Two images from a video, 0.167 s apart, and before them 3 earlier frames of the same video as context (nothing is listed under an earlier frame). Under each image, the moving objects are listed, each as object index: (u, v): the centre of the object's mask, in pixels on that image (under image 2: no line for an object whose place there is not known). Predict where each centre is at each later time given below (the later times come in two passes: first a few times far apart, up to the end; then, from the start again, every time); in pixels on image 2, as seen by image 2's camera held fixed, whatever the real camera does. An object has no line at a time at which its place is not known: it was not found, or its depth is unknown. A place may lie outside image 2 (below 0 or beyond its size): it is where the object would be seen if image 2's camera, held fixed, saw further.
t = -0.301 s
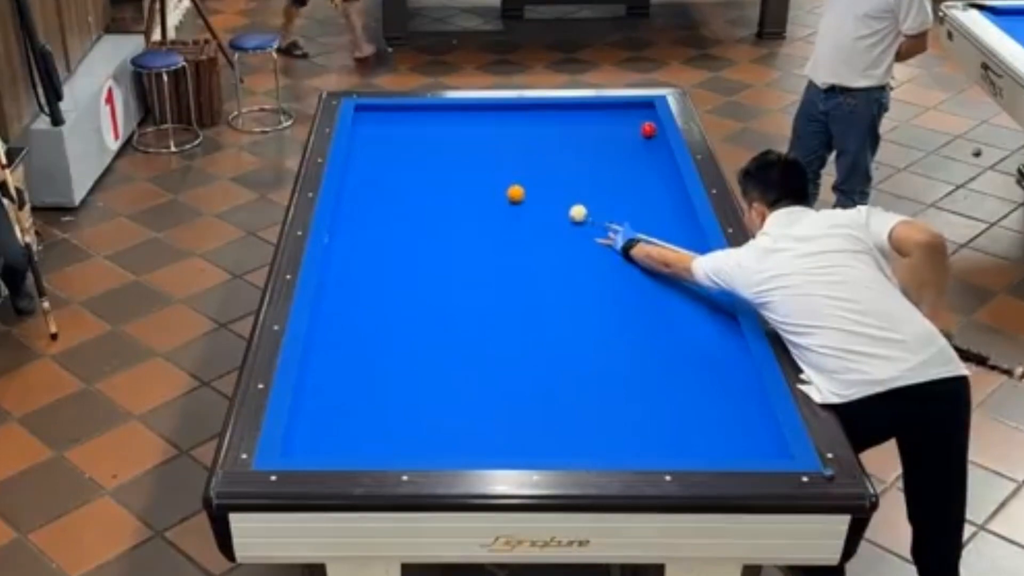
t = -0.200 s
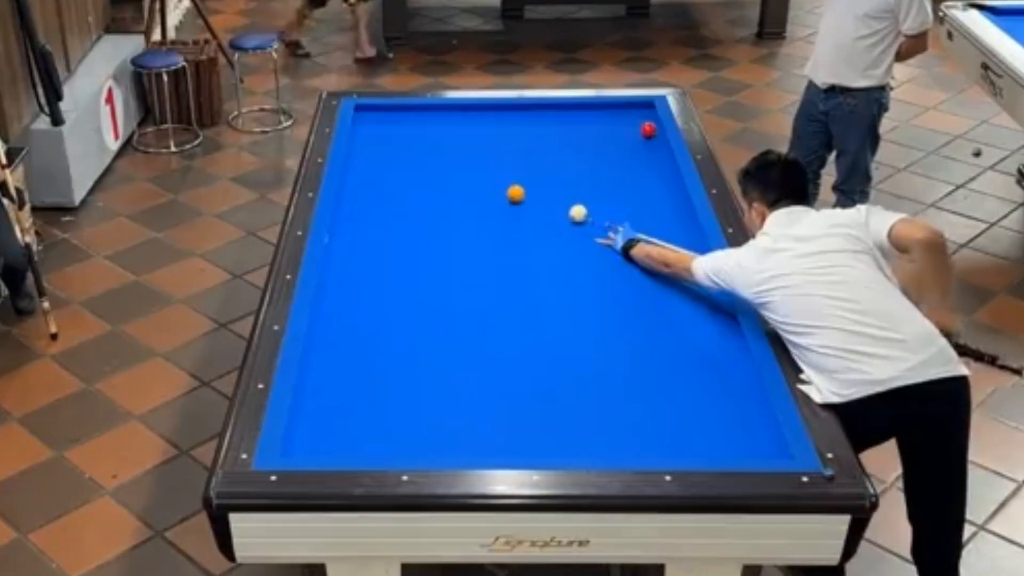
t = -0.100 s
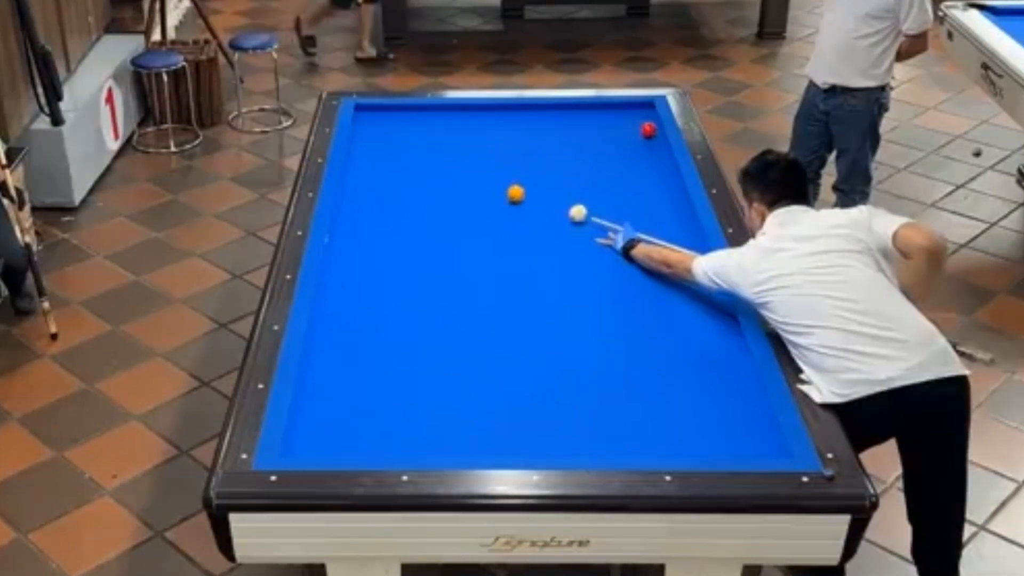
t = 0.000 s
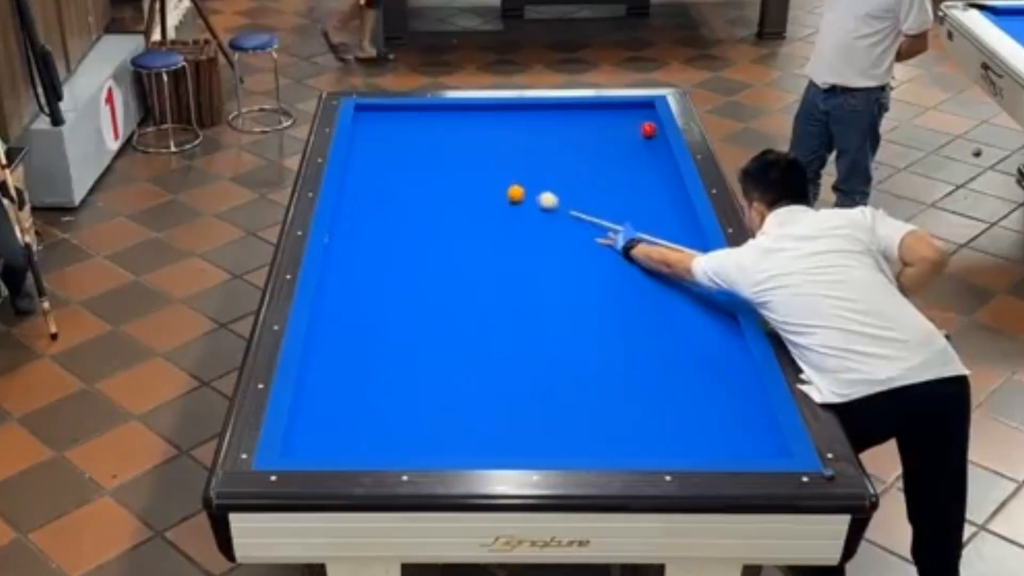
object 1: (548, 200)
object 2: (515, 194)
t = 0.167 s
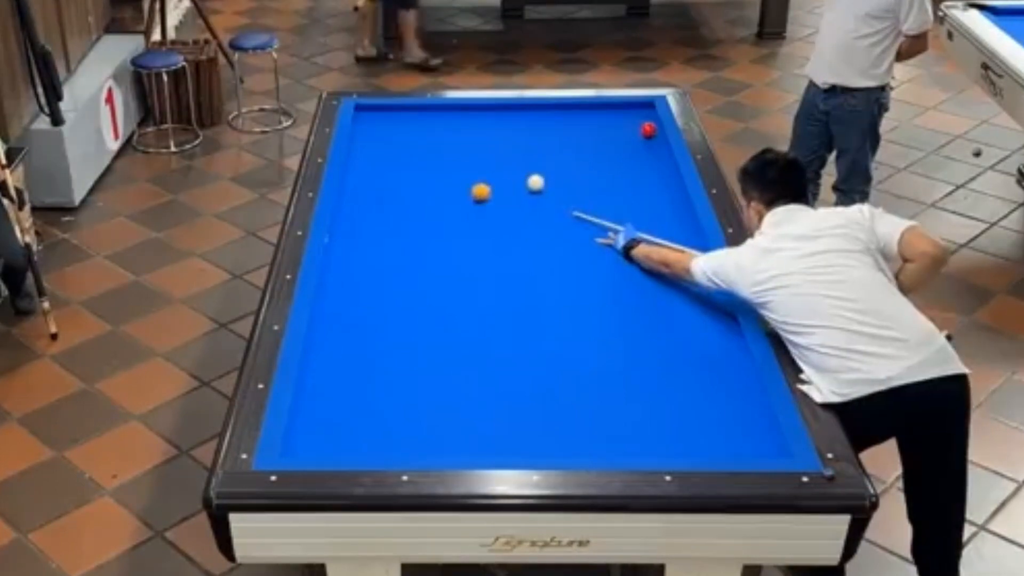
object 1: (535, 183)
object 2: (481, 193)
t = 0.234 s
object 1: (537, 178)
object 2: (464, 192)
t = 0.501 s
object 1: (545, 159)
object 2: (402, 190)
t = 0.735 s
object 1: (551, 145)
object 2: (349, 188)
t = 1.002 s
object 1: (558, 130)
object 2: (379, 188)
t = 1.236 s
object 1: (563, 117)
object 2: (407, 188)
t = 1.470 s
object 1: (568, 106)
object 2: (435, 188)
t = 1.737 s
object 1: (587, 112)
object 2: (466, 187)
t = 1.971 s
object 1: (604, 117)
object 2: (491, 187)
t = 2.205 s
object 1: (621, 123)
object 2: (517, 186)
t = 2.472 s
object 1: (634, 128)
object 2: (545, 186)
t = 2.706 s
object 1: (635, 130)
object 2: (568, 185)
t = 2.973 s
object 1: (632, 133)
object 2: (594, 185)
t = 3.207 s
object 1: (629, 135)
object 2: (617, 184)
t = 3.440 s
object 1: (626, 138)
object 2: (641, 184)
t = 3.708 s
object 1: (622, 140)
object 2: (665, 183)
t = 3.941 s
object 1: (620, 142)
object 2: (670, 183)
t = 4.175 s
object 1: (618, 143)
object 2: (659, 183)
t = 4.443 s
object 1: (615, 144)
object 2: (648, 183)
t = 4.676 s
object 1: (614, 146)
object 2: (639, 183)
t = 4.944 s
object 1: (612, 146)
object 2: (629, 183)
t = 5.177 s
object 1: (611, 147)
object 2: (622, 183)
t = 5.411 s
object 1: (611, 147)
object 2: (614, 183)
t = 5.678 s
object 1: (611, 147)
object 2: (608, 183)
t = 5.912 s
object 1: (610, 147)
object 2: (602, 184)
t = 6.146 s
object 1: (610, 147)
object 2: (598, 184)
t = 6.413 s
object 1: (610, 147)
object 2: (593, 185)
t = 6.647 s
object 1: (610, 147)
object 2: (590, 185)
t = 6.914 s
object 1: (610, 147)
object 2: (588, 185)
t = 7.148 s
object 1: (610, 147)
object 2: (586, 185)
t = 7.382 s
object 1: (610, 147)
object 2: (584, 185)
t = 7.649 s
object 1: (610, 147)
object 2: (584, 185)
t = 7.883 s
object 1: (610, 147)
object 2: (584, 185)
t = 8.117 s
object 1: (610, 147)
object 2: (584, 185)
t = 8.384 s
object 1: (610, 147)
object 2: (584, 185)
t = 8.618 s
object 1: (610, 147)
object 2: (584, 185)
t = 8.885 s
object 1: (610, 147)
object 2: (584, 185)
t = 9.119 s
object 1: (610, 147)
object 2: (584, 185)
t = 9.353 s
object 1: (610, 147)
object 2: (584, 185)
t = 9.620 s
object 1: (610, 147)
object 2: (584, 185)
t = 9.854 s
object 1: (610, 147)
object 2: (584, 185)
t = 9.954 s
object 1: (610, 147)
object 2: (584, 185)
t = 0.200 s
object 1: (536, 180)
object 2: (472, 193)
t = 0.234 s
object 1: (537, 178)
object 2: (464, 192)
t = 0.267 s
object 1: (538, 175)
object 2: (456, 192)
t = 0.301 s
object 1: (539, 173)
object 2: (449, 191)
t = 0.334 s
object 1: (540, 171)
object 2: (441, 192)
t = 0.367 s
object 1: (541, 168)
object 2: (433, 191)
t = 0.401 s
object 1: (542, 166)
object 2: (425, 191)
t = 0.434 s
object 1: (543, 164)
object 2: (417, 191)
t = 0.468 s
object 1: (544, 162)
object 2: (410, 191)
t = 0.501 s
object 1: (545, 159)
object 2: (402, 190)
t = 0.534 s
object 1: (545, 157)
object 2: (395, 190)
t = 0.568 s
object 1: (546, 155)
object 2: (387, 190)
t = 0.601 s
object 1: (547, 153)
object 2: (379, 189)
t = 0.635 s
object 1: (548, 151)
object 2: (371, 189)
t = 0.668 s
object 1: (549, 149)
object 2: (364, 189)
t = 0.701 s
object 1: (550, 147)
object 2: (356, 189)
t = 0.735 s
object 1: (551, 145)
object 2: (349, 188)
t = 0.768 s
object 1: (552, 144)
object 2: (346, 188)
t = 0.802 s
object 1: (552, 142)
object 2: (352, 188)
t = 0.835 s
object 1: (553, 140)
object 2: (357, 188)
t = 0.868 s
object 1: (554, 137)
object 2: (362, 188)
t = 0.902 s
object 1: (555, 135)
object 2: (367, 188)
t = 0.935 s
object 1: (556, 134)
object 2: (371, 188)
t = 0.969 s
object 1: (556, 132)
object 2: (375, 188)
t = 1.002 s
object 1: (558, 130)
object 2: (379, 188)
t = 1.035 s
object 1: (558, 128)
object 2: (383, 188)
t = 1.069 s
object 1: (559, 126)
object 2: (387, 188)
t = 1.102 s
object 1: (560, 124)
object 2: (391, 188)
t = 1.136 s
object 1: (561, 123)
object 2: (396, 187)
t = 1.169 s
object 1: (562, 121)
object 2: (400, 188)
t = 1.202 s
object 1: (562, 119)
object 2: (403, 188)
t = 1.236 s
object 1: (563, 117)
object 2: (407, 188)
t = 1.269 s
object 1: (564, 115)
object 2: (411, 188)
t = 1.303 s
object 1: (565, 114)
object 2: (415, 188)
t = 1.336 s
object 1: (565, 112)
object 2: (419, 188)
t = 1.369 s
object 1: (566, 110)
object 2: (423, 188)
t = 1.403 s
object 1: (567, 109)
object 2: (427, 188)
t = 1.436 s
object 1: (567, 108)
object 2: (431, 188)
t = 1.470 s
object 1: (568, 106)
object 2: (435, 188)
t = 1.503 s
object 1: (570, 106)
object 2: (439, 188)
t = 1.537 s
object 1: (573, 107)
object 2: (443, 188)
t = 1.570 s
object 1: (575, 108)
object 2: (447, 187)
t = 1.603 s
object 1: (578, 108)
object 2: (450, 187)
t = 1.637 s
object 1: (580, 109)
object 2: (454, 187)
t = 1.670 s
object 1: (582, 111)
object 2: (458, 187)
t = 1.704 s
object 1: (585, 112)
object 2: (462, 187)
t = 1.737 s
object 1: (587, 112)
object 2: (466, 187)
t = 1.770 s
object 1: (590, 113)
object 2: (469, 187)
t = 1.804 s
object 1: (593, 114)
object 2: (473, 187)
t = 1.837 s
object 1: (595, 114)
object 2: (477, 187)
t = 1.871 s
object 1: (597, 115)
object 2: (481, 187)
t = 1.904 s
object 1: (599, 115)
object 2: (484, 187)
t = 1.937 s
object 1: (602, 116)
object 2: (488, 187)
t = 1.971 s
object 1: (604, 117)
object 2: (491, 187)
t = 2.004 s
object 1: (607, 118)
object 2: (495, 187)
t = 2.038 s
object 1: (609, 119)
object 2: (498, 186)
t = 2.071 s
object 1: (612, 119)
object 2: (502, 186)
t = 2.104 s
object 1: (614, 121)
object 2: (506, 186)
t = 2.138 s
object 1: (616, 121)
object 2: (510, 186)
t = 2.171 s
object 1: (619, 122)
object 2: (513, 186)
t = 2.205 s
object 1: (621, 123)
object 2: (517, 186)
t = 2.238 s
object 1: (623, 123)
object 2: (521, 186)
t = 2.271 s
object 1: (626, 124)
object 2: (524, 186)
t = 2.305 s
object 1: (628, 125)
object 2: (527, 186)
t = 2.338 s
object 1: (631, 126)
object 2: (531, 186)
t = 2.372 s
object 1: (632, 126)
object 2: (535, 186)
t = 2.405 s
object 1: (633, 127)
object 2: (538, 186)
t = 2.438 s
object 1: (633, 127)
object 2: (541, 186)
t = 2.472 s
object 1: (634, 128)
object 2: (545, 186)
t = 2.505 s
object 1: (634, 128)
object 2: (548, 186)
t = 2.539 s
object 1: (634, 128)
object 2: (551, 186)
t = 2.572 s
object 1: (634, 129)
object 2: (555, 186)
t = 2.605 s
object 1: (634, 129)
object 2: (558, 186)
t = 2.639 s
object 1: (635, 129)
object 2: (562, 186)
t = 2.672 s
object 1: (635, 130)
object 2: (565, 185)
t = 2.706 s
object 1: (635, 130)
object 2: (568, 185)
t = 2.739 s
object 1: (635, 130)
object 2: (572, 185)
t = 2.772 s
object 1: (635, 131)
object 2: (575, 185)
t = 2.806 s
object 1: (634, 131)
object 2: (578, 185)
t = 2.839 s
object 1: (634, 132)
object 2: (581, 185)
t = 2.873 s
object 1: (633, 132)
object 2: (585, 185)
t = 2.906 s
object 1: (633, 132)
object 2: (588, 185)
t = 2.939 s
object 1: (632, 133)
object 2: (591, 185)
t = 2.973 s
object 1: (632, 133)
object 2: (594, 185)
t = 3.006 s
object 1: (632, 134)
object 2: (598, 185)
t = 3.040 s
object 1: (631, 134)
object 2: (601, 185)
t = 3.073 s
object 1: (631, 135)
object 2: (604, 185)
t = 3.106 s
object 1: (630, 135)
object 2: (607, 184)
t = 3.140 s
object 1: (630, 135)
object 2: (610, 184)
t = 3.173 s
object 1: (629, 135)
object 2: (614, 184)
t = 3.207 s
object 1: (629, 135)
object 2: (617, 184)
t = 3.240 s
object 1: (629, 136)
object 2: (620, 184)
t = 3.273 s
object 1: (628, 137)
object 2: (623, 184)
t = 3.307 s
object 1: (628, 137)
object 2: (626, 184)
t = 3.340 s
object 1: (627, 137)
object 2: (632, 184)
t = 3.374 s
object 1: (627, 138)
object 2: (636, 184)
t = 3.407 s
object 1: (626, 138)
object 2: (638, 184)
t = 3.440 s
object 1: (626, 138)
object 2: (641, 184)
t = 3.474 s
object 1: (626, 138)
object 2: (644, 184)
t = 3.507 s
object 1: (625, 139)
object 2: (647, 184)
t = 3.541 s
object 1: (625, 139)
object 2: (650, 183)
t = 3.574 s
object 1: (624, 139)
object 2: (653, 183)
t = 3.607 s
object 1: (624, 140)
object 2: (656, 183)
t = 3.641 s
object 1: (623, 140)
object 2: (659, 183)
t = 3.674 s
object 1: (623, 140)
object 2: (661, 183)
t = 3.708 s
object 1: (622, 140)
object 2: (665, 183)
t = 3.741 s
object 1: (622, 140)
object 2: (668, 183)
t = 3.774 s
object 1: (622, 141)
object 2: (671, 183)
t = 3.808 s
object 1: (621, 141)
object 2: (673, 183)
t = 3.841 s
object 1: (621, 141)
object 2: (675, 183)
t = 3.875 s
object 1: (621, 141)
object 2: (673, 183)
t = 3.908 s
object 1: (620, 142)
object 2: (672, 183)
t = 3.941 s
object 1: (620, 142)
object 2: (670, 183)
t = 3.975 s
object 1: (620, 142)
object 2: (668, 183)
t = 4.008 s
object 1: (619, 142)
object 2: (667, 183)
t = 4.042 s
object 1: (619, 142)
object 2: (665, 183)
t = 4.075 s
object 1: (619, 143)
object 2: (664, 183)
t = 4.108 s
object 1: (618, 143)
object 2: (662, 183)
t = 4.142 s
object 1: (618, 143)
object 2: (660, 183)
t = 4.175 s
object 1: (618, 143)
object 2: (659, 183)
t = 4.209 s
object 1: (617, 144)
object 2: (657, 183)
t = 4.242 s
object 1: (617, 144)
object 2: (656, 183)
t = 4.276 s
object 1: (617, 144)
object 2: (654, 183)
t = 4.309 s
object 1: (616, 144)
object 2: (653, 183)
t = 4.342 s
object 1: (616, 144)
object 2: (652, 183)
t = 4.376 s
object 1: (616, 144)
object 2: (651, 183)
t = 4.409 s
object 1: (616, 144)
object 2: (649, 183)
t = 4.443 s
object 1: (615, 144)
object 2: (648, 183)
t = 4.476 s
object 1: (615, 144)
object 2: (646, 183)
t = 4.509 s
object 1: (615, 145)
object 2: (645, 183)
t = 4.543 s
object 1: (615, 145)
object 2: (644, 183)
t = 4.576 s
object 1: (615, 145)
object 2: (642, 183)
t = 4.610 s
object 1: (614, 146)
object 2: (641, 183)
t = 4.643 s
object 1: (614, 146)
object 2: (640, 183)
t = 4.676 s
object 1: (614, 146)
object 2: (639, 183)
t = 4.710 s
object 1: (613, 146)
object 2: (637, 183)
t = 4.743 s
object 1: (613, 146)
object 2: (636, 183)
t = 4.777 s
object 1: (613, 146)
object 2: (635, 183)
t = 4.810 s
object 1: (613, 146)
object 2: (633, 183)
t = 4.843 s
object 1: (613, 146)
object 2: (632, 183)
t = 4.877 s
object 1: (612, 146)
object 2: (631, 183)
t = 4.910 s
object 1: (612, 146)
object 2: (630, 183)
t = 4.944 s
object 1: (612, 146)
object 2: (629, 183)
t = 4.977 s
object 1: (612, 147)
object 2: (628, 183)
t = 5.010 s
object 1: (611, 147)
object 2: (627, 183)
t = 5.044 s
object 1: (611, 147)
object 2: (626, 183)
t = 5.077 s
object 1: (611, 146)
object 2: (625, 183)
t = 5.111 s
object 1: (611, 147)
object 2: (624, 183)
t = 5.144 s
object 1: (611, 147)
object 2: (623, 183)
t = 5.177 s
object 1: (611, 147)
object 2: (622, 183)
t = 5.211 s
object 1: (611, 147)
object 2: (620, 183)
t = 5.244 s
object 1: (611, 147)
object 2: (619, 183)
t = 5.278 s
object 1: (610, 147)
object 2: (618, 183)
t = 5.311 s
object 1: (610, 147)
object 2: (617, 183)
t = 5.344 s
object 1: (611, 147)
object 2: (616, 183)
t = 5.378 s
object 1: (611, 147)
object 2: (615, 183)
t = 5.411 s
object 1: (611, 147)
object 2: (614, 183)
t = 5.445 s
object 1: (611, 147)
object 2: (614, 183)
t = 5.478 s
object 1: (611, 147)
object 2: (613, 183)
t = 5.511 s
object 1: (611, 147)
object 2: (612, 183)
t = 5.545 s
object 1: (611, 147)
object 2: (611, 183)
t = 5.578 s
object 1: (611, 147)
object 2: (610, 183)
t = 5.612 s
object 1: (611, 147)
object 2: (609, 183)
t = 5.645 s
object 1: (611, 147)
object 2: (609, 183)
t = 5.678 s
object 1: (611, 147)
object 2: (608, 183)
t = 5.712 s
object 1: (610, 147)
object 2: (607, 183)
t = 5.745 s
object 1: (610, 147)
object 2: (606, 183)
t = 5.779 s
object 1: (610, 147)
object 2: (605, 183)
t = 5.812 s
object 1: (611, 147)
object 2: (604, 183)
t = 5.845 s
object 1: (610, 147)
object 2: (604, 184)
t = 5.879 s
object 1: (610, 147)
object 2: (603, 184)
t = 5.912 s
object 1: (610, 147)
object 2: (602, 184)
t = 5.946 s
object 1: (610, 147)
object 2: (601, 184)
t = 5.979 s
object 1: (610, 147)
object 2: (601, 184)
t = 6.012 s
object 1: (610, 147)
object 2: (600, 184)
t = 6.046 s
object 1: (610, 147)
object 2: (599, 184)
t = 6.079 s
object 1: (610, 147)
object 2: (599, 184)
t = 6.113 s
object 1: (610, 147)
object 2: (598, 184)
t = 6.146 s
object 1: (610, 147)
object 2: (598, 184)
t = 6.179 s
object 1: (610, 147)
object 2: (597, 184)
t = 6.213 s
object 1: (610, 147)
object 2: (596, 184)
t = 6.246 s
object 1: (610, 147)
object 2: (596, 184)
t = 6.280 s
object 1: (610, 147)
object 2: (595, 184)
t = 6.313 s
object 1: (610, 147)
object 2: (595, 184)
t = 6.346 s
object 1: (610, 147)
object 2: (594, 184)
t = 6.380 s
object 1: (610, 147)
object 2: (594, 184)
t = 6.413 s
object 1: (610, 147)
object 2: (593, 185)
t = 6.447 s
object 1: (610, 147)
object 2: (593, 185)
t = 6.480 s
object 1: (610, 147)
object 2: (592, 185)
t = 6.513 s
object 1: (610, 147)
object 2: (592, 185)
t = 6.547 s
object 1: (610, 147)
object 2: (592, 185)
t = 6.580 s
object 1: (610, 147)
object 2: (591, 185)
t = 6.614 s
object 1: (610, 147)
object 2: (591, 185)
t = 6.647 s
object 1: (610, 147)
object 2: (590, 185)
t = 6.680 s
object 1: (610, 147)
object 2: (590, 185)
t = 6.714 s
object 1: (610, 147)
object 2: (589, 185)
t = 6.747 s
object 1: (610, 147)
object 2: (589, 185)
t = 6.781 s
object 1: (610, 147)
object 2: (589, 185)
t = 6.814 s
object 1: (610, 147)
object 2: (588, 185)
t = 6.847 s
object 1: (610, 147)
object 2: (588, 185)
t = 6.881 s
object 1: (610, 147)
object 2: (588, 185)
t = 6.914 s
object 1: (610, 147)
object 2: (588, 185)
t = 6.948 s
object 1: (610, 147)
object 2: (587, 185)
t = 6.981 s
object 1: (610, 147)
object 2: (587, 185)
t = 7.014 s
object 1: (610, 147)
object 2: (586, 185)
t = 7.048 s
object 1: (610, 147)
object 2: (586, 185)
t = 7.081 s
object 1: (610, 147)
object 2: (586, 185)
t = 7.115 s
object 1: (610, 147)
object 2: (586, 185)
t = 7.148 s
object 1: (610, 147)
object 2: (586, 185)
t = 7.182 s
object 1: (610, 147)
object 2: (585, 185)
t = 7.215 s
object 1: (610, 147)
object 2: (585, 185)
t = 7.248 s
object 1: (610, 147)
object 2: (584, 185)
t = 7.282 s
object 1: (610, 147)
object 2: (584, 185)
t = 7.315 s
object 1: (610, 147)
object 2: (584, 185)
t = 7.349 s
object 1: (610, 147)
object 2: (584, 185)
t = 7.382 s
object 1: (610, 147)
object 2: (584, 185)
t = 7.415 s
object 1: (610, 147)
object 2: (584, 185)
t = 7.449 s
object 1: (610, 147)
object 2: (584, 185)
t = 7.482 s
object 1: (610, 147)
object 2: (584, 185)
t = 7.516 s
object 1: (610, 147)
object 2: (584, 185)
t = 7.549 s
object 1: (610, 147)
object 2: (584, 185)
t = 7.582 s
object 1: (610, 147)
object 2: (584, 185)
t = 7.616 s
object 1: (610, 147)
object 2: (584, 185)
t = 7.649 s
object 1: (610, 147)
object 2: (584, 185)
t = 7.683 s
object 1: (610, 147)
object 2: (584, 185)
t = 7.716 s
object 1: (610, 147)
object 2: (584, 185)
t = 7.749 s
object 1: (610, 147)
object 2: (584, 185)
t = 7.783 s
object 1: (610, 147)
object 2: (584, 185)
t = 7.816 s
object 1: (610, 147)
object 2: (584, 185)
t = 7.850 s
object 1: (610, 147)
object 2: (584, 185)
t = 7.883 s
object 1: (610, 147)
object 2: (584, 185)
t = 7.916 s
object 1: (610, 147)
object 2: (584, 185)
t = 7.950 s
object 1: (610, 147)
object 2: (584, 185)
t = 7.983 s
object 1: (610, 147)
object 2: (584, 185)
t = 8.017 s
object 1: (610, 147)
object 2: (584, 185)
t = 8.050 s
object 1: (610, 147)
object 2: (584, 185)
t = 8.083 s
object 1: (610, 147)
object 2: (584, 185)
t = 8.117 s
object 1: (610, 147)
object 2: (584, 185)
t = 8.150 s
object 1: (610, 147)
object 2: (584, 185)
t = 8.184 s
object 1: (610, 147)
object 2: (584, 185)
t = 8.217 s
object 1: (610, 147)
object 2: (584, 185)
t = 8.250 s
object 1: (610, 147)
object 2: (584, 185)
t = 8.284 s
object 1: (610, 147)
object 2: (584, 185)
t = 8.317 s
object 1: (610, 147)
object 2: (584, 185)
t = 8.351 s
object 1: (610, 147)
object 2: (584, 185)
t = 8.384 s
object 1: (610, 147)
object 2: (584, 185)
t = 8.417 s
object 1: (610, 147)
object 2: (584, 185)
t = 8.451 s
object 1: (610, 147)
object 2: (584, 185)
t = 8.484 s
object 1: (610, 147)
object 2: (584, 185)
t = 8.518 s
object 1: (610, 147)
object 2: (584, 185)
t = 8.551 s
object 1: (610, 147)
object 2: (584, 185)
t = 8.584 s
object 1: (610, 147)
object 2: (584, 185)
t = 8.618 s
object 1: (610, 147)
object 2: (584, 185)
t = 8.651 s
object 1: (610, 147)
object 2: (584, 185)
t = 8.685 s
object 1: (610, 147)
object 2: (584, 185)
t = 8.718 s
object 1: (610, 147)
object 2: (584, 185)
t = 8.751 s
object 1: (610, 147)
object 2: (584, 185)
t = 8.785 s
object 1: (610, 147)
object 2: (584, 185)
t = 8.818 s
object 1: (610, 147)
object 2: (584, 185)
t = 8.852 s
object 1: (610, 147)
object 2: (584, 185)
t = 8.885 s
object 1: (610, 147)
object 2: (584, 185)
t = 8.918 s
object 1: (610, 147)
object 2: (584, 185)
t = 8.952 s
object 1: (610, 147)
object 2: (584, 185)
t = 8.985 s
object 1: (610, 147)
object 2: (584, 185)
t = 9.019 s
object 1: (610, 147)
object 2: (584, 185)
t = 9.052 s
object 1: (610, 147)
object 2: (584, 185)
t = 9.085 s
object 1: (610, 147)
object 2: (584, 185)
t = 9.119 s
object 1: (610, 147)
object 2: (584, 185)
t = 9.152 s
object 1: (610, 147)
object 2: (584, 185)
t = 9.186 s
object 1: (610, 147)
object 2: (584, 185)
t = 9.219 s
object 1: (610, 147)
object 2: (584, 185)
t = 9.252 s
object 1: (610, 147)
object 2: (584, 185)
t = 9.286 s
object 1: (610, 147)
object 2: (584, 185)
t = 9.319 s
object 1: (610, 147)
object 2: (584, 185)
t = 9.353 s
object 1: (610, 147)
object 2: (584, 185)
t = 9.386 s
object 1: (610, 147)
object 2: (584, 185)
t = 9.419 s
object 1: (610, 147)
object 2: (584, 185)
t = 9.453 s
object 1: (610, 147)
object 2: (584, 185)
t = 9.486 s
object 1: (610, 147)
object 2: (584, 185)
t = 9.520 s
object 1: (610, 147)
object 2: (584, 185)
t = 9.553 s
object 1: (610, 147)
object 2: (584, 185)
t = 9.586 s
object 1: (610, 147)
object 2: (584, 185)
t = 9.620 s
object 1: (610, 147)
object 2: (584, 185)
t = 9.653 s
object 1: (610, 147)
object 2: (584, 185)
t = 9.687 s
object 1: (610, 147)
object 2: (584, 185)
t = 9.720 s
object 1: (610, 147)
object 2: (584, 185)
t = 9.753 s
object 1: (610, 147)
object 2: (584, 185)
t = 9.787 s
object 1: (610, 147)
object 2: (584, 185)
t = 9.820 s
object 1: (610, 147)
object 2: (584, 185)
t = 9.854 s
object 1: (610, 147)
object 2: (584, 185)
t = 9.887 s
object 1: (610, 147)
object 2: (584, 185)
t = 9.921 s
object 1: (610, 147)
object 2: (584, 185)
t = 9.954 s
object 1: (610, 147)
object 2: (584, 185)
